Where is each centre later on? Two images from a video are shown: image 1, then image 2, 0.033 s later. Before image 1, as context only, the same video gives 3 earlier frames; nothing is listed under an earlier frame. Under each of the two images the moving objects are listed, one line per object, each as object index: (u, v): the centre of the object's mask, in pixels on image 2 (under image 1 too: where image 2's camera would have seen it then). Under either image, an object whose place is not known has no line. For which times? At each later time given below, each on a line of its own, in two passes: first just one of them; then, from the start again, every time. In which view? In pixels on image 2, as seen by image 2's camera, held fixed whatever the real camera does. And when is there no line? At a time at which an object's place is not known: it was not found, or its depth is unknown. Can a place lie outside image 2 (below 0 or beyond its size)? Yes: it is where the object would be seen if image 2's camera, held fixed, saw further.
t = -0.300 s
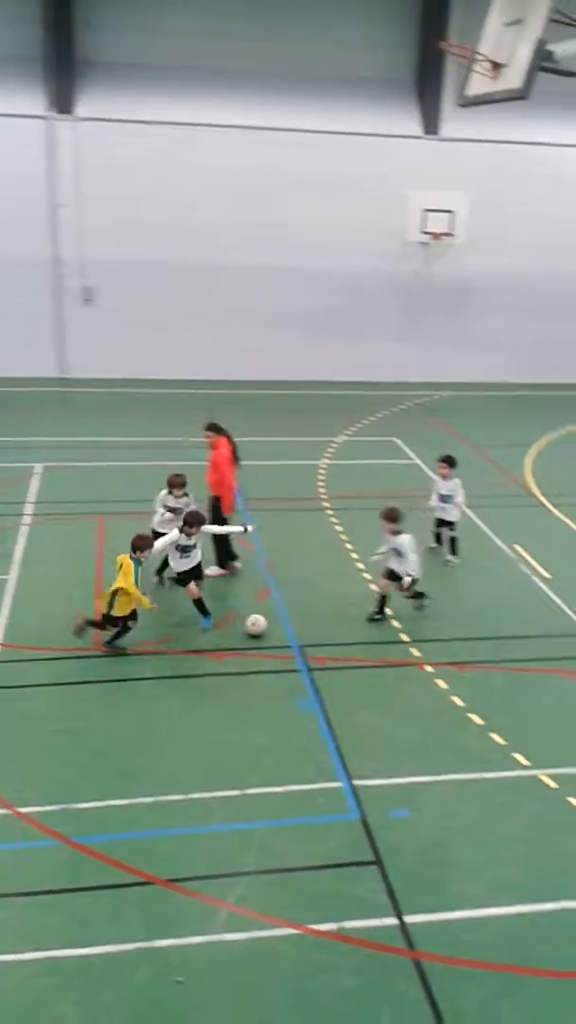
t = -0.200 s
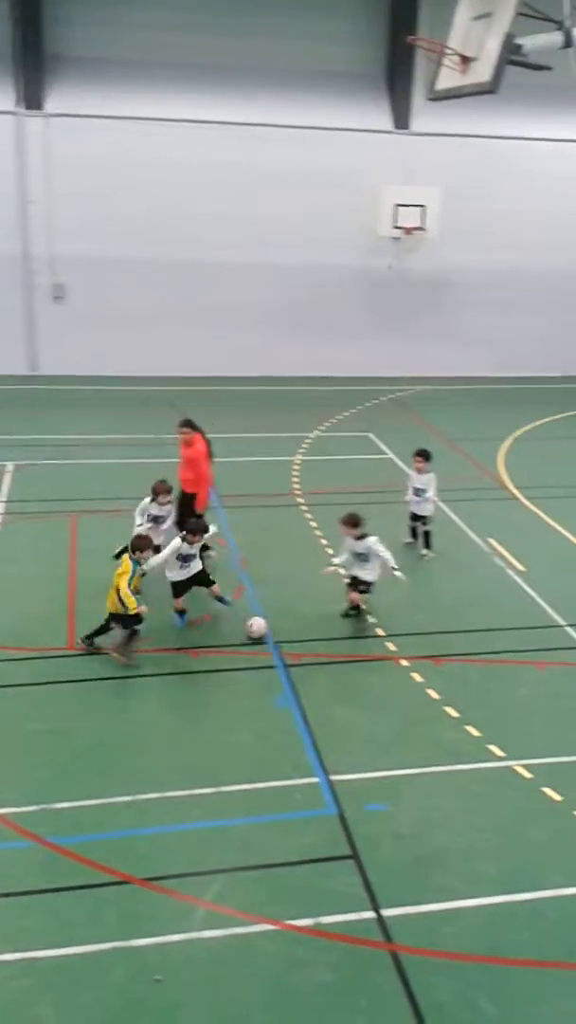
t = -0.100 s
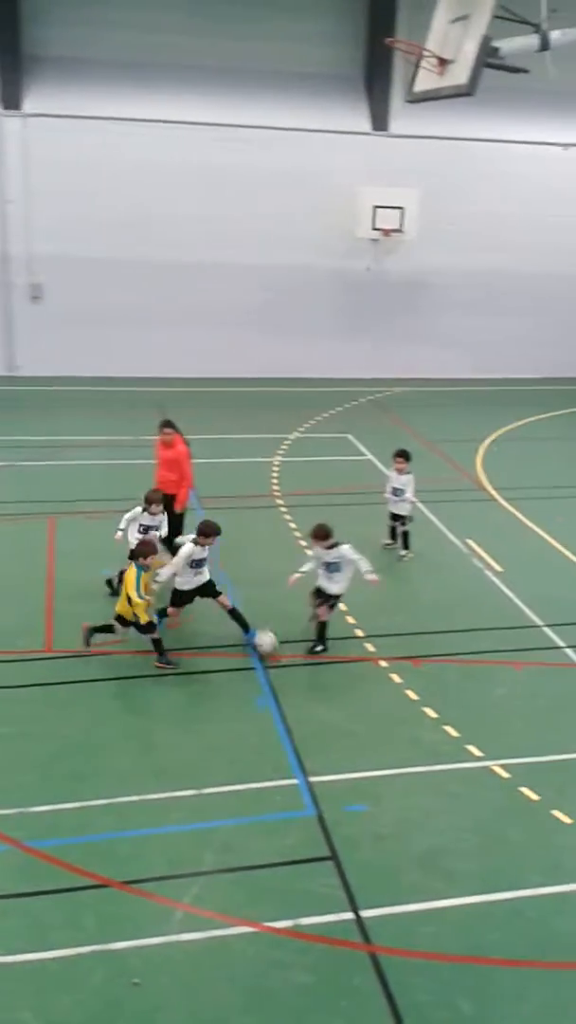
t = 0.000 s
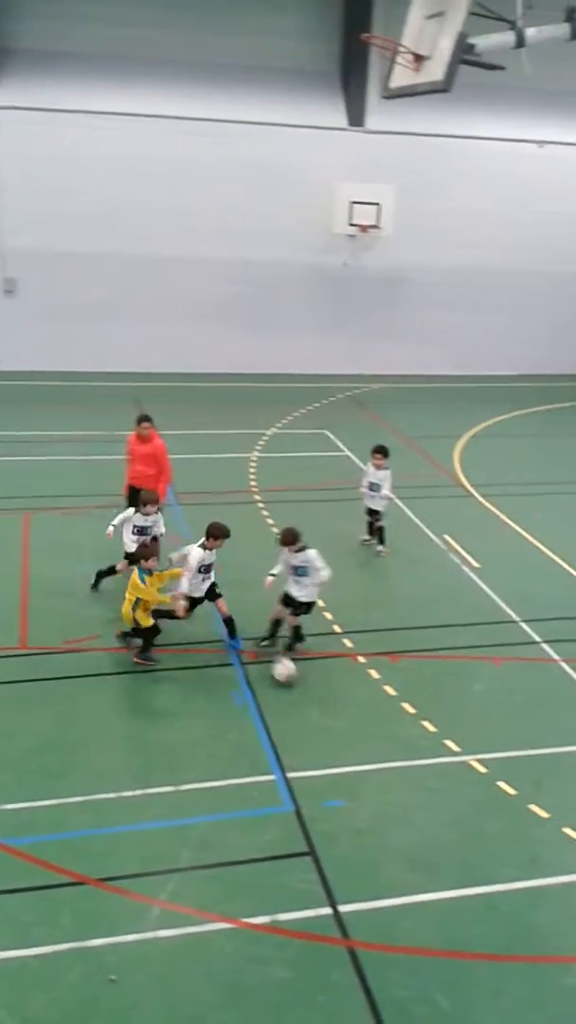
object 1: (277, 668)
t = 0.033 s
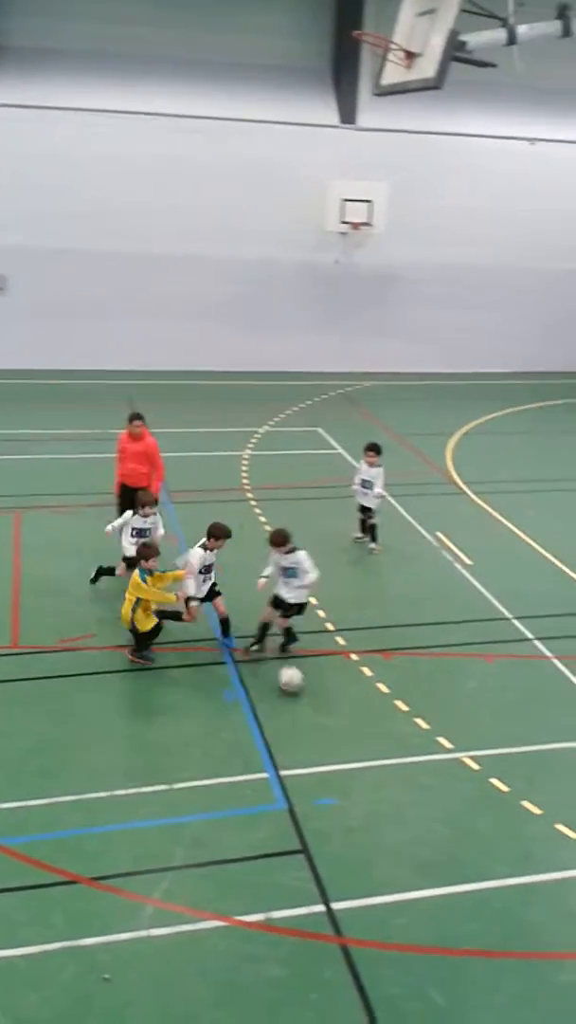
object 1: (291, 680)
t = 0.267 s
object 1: (394, 753)
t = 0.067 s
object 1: (304, 690)
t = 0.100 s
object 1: (319, 701)
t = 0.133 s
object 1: (333, 711)
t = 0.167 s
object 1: (348, 722)
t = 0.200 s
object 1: (363, 732)
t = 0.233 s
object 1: (378, 744)
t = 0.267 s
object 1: (394, 753)
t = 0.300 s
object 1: (410, 766)
